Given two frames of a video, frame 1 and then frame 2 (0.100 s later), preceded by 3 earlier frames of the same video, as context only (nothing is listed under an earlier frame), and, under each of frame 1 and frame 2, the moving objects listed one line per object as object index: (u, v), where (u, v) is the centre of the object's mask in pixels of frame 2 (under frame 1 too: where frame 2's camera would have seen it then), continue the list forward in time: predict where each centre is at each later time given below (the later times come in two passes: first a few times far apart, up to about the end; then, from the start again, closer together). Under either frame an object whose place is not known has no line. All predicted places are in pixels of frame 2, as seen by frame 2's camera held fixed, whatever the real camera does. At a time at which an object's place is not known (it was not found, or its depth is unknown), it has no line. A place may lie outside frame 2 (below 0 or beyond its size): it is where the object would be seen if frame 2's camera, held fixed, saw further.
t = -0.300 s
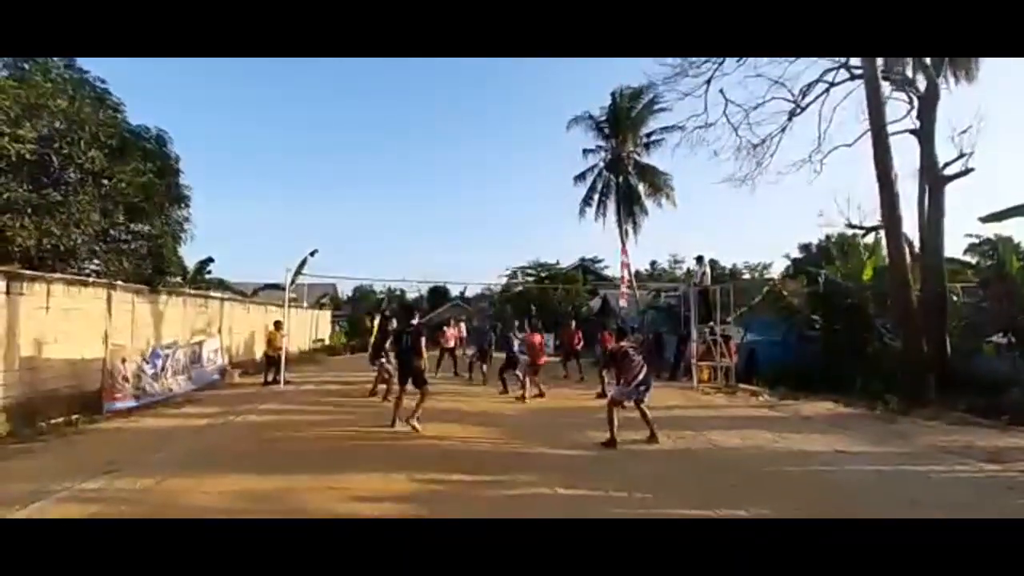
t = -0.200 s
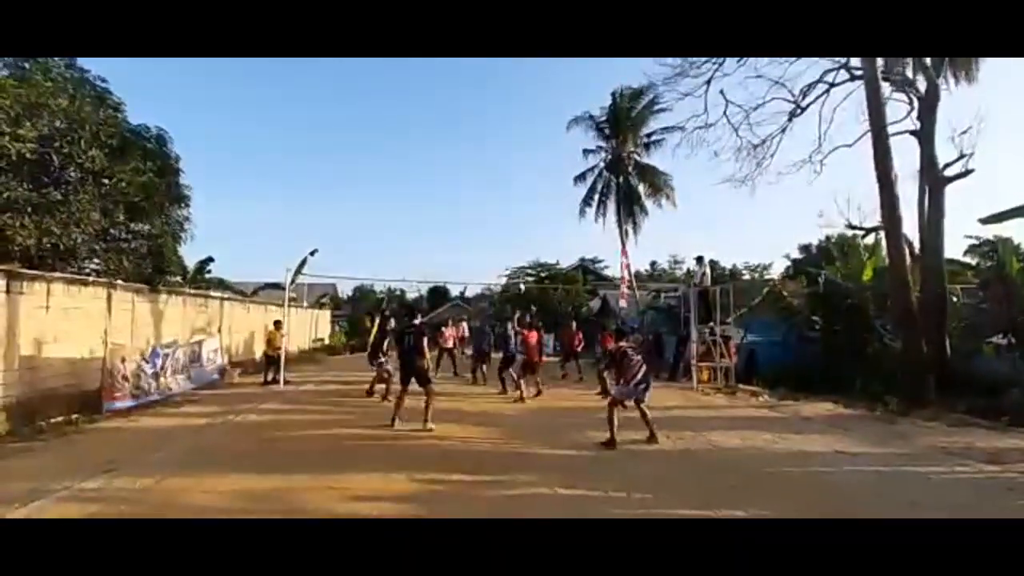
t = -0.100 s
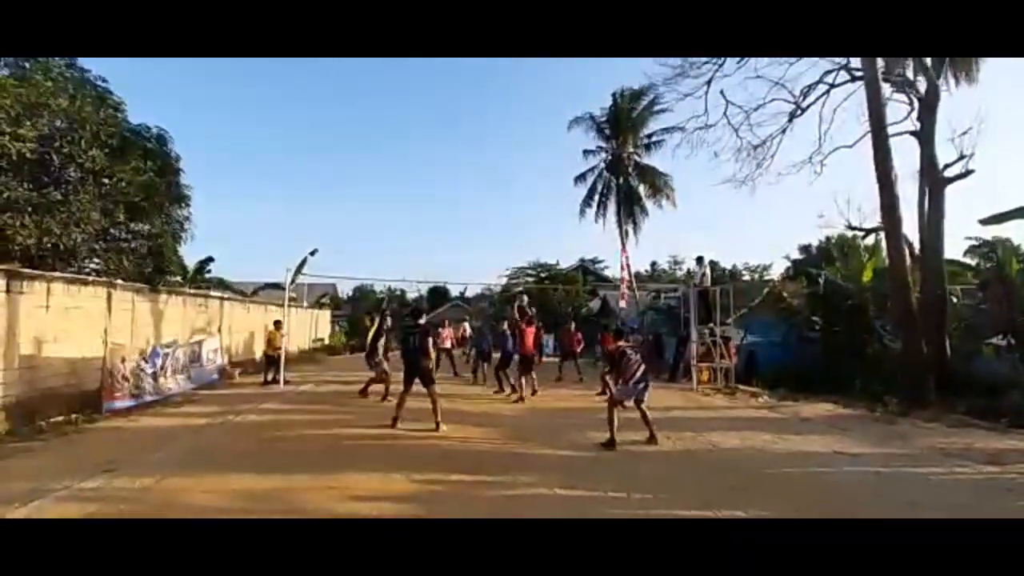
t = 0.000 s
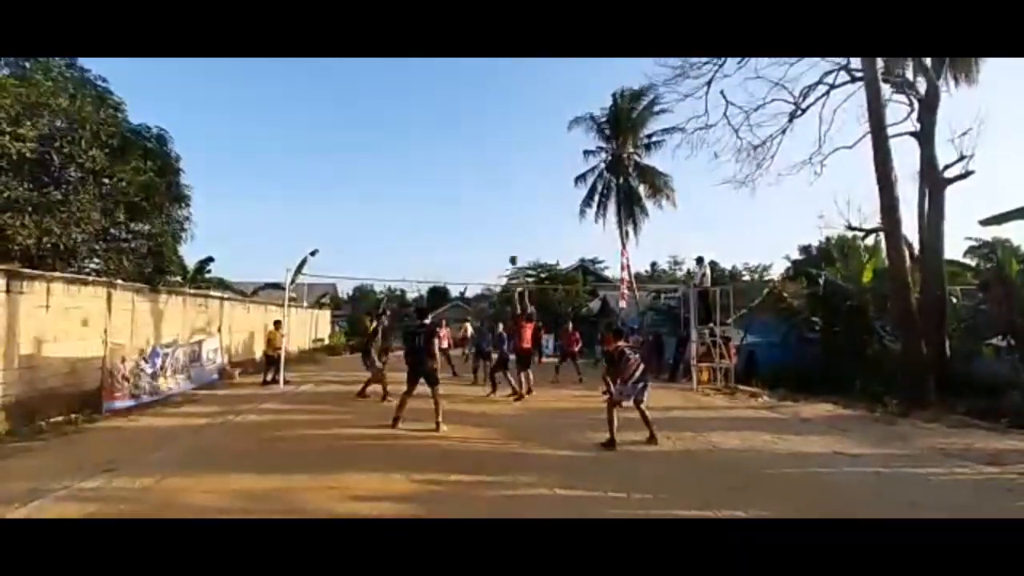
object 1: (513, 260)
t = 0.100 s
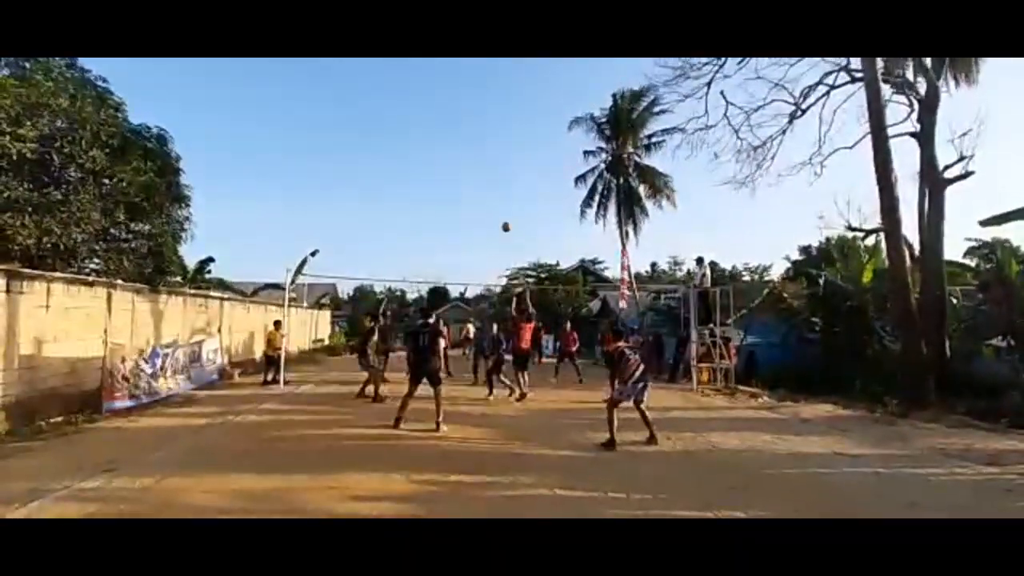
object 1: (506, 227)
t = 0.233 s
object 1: (496, 191)
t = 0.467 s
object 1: (482, 150)
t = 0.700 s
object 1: (469, 135)
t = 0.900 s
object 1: (457, 142)
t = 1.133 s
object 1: (444, 171)
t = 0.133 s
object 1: (503, 217)
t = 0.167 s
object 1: (501, 207)
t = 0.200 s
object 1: (499, 199)
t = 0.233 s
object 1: (496, 191)
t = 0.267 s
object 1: (494, 183)
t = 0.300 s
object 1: (493, 177)
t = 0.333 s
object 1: (490, 170)
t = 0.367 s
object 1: (488, 164)
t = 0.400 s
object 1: (486, 159)
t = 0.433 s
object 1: (484, 154)
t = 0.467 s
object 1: (482, 150)
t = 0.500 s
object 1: (480, 146)
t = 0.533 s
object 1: (479, 144)
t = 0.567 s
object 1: (476, 141)
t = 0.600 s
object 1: (475, 139)
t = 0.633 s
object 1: (473, 137)
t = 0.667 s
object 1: (471, 136)
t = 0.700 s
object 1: (469, 135)
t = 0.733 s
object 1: (467, 135)
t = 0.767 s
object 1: (465, 136)
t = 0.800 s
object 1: (463, 136)
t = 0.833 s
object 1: (462, 138)
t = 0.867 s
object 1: (459, 140)
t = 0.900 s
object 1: (457, 142)
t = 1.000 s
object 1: (452, 152)
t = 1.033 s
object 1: (450, 157)
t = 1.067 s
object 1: (448, 161)
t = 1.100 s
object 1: (446, 166)
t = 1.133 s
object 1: (444, 171)
